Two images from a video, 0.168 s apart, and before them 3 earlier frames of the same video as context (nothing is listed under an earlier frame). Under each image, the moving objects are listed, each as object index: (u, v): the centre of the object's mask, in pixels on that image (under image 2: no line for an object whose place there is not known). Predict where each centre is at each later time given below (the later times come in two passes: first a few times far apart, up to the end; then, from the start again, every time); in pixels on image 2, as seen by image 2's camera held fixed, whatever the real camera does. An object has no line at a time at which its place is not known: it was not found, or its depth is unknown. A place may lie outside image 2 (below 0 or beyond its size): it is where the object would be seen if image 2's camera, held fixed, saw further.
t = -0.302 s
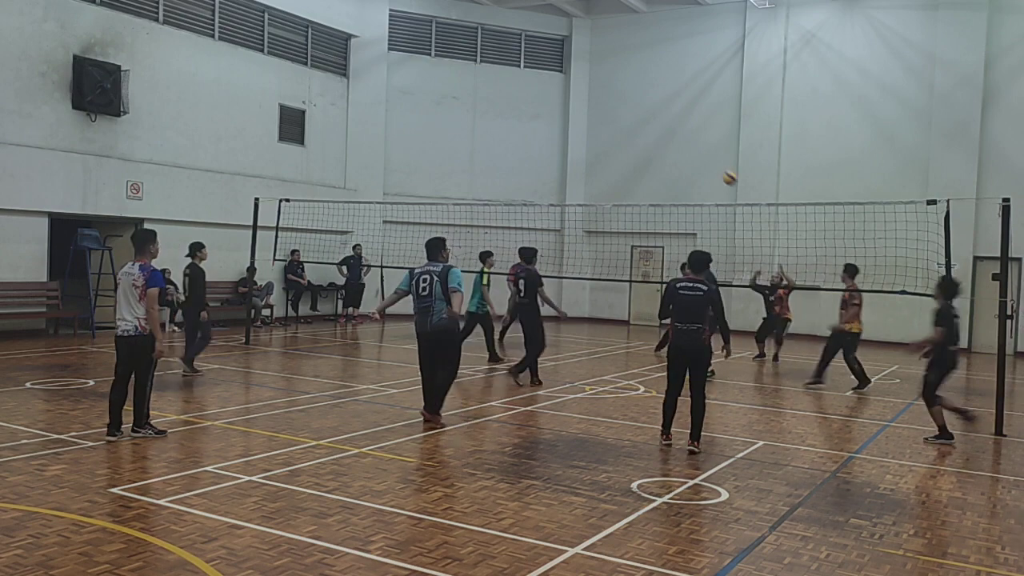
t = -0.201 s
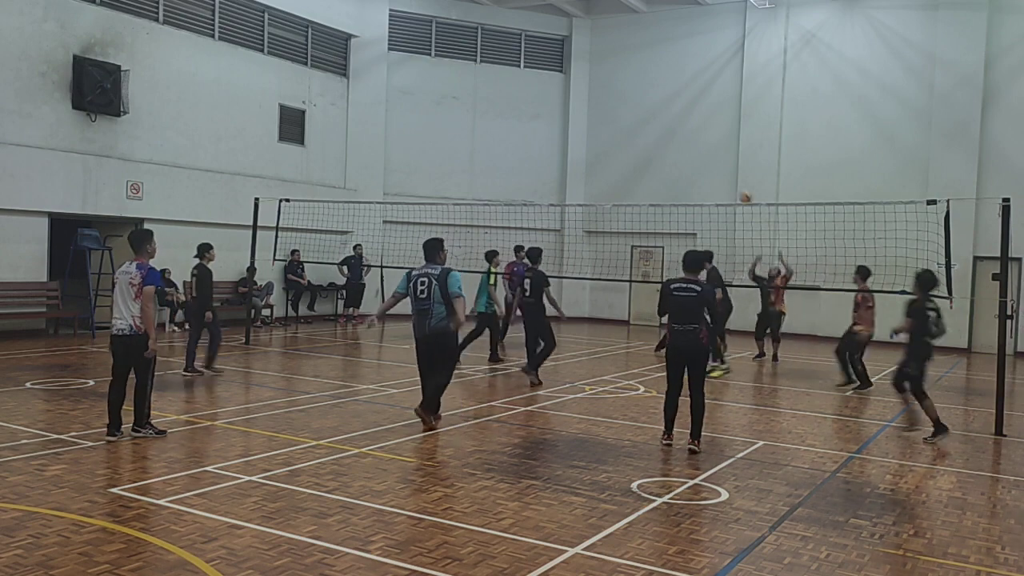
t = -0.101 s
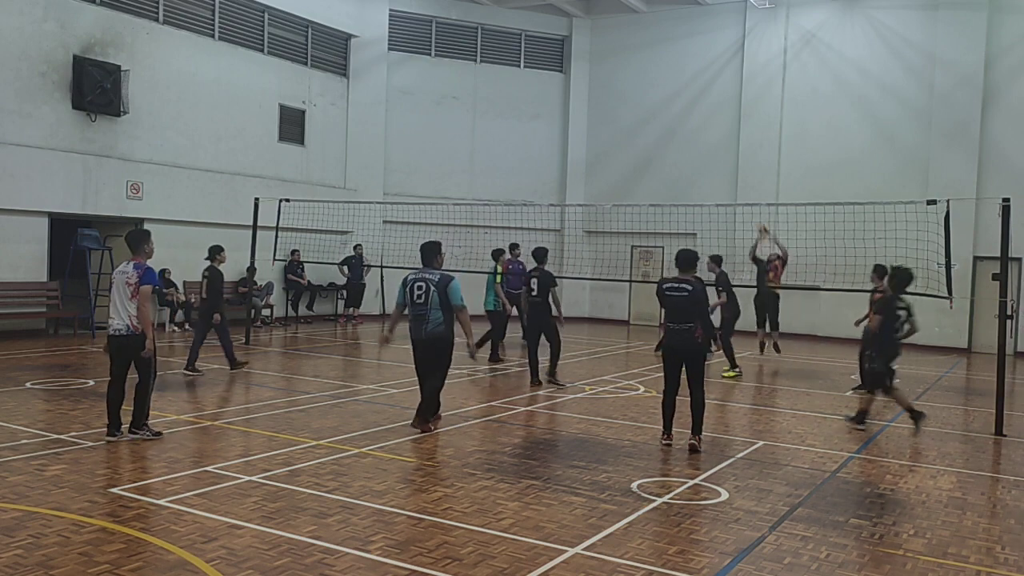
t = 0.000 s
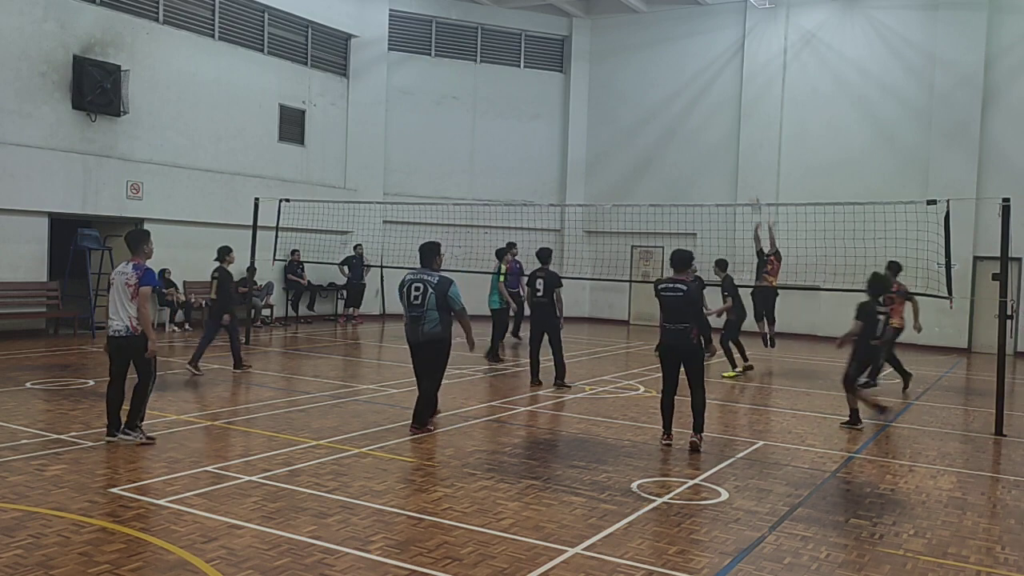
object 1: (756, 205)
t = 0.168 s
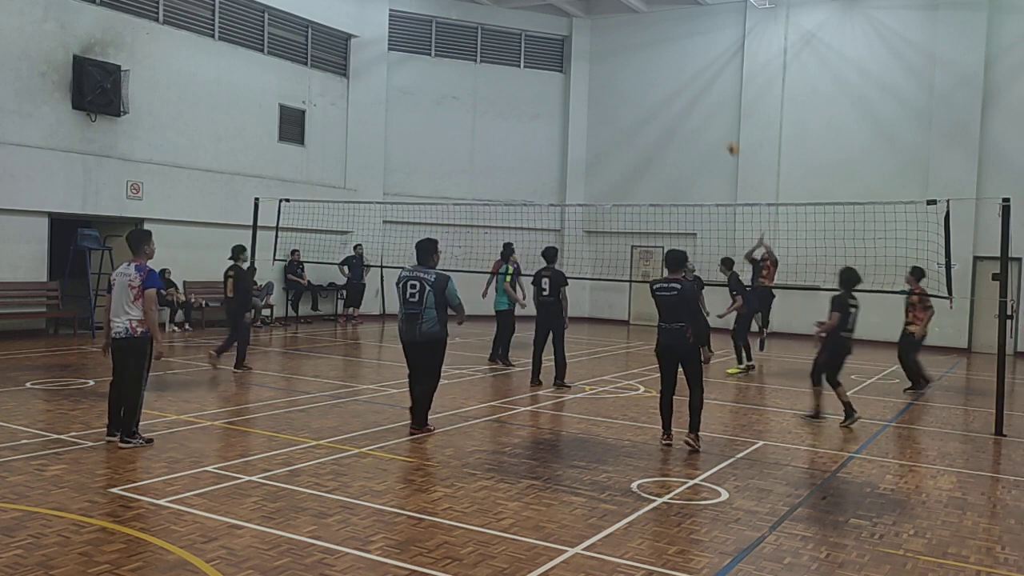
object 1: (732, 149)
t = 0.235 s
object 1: (723, 130)
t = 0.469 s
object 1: (691, 84)
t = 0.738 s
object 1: (652, 70)
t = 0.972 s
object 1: (614, 91)
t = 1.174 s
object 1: (581, 135)
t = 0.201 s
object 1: (729, 140)
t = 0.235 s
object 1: (723, 130)
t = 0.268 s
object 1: (719, 121)
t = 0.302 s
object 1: (714, 113)
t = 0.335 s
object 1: (709, 106)
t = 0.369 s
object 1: (705, 100)
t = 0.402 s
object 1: (700, 94)
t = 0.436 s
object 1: (696, 89)
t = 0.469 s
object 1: (691, 84)
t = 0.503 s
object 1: (686, 80)
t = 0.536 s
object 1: (681, 77)
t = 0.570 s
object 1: (676, 74)
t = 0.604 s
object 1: (671, 72)
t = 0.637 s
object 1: (666, 70)
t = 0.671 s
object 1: (661, 70)
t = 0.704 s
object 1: (656, 69)
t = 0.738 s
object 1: (652, 70)
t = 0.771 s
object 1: (646, 71)
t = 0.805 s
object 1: (641, 73)
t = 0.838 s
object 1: (635, 75)
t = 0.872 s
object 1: (630, 78)
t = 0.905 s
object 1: (626, 81)
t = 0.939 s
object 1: (620, 86)
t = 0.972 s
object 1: (614, 91)
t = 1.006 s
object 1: (608, 97)
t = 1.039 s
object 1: (603, 104)
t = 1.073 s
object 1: (598, 110)
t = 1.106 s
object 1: (593, 118)
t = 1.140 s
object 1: (587, 126)
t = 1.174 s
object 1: (581, 135)
